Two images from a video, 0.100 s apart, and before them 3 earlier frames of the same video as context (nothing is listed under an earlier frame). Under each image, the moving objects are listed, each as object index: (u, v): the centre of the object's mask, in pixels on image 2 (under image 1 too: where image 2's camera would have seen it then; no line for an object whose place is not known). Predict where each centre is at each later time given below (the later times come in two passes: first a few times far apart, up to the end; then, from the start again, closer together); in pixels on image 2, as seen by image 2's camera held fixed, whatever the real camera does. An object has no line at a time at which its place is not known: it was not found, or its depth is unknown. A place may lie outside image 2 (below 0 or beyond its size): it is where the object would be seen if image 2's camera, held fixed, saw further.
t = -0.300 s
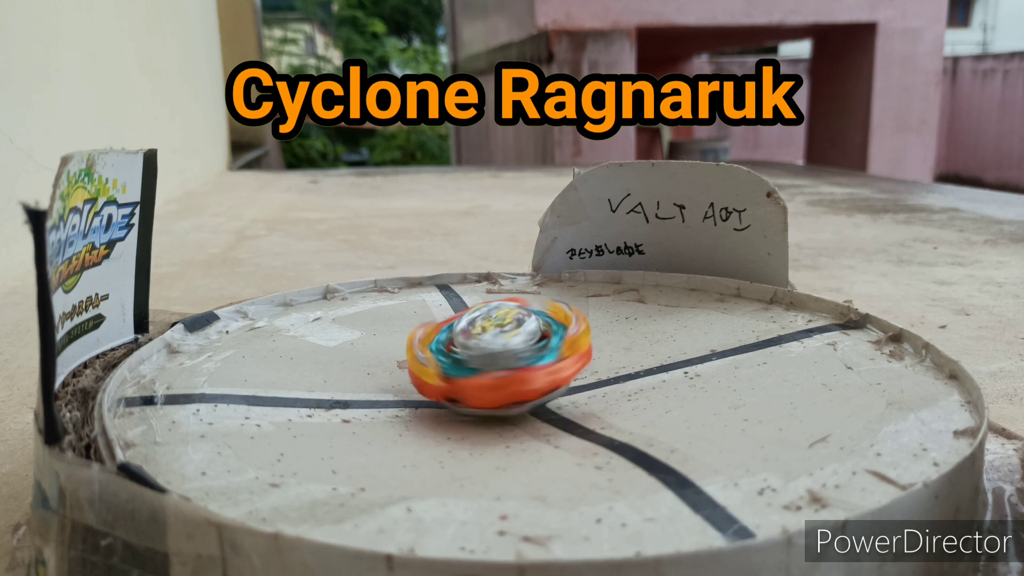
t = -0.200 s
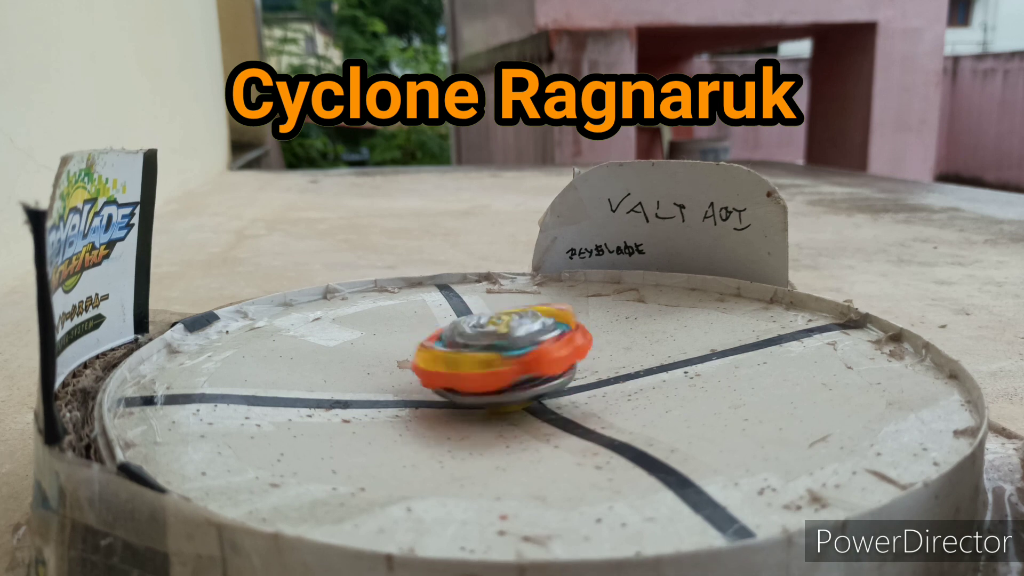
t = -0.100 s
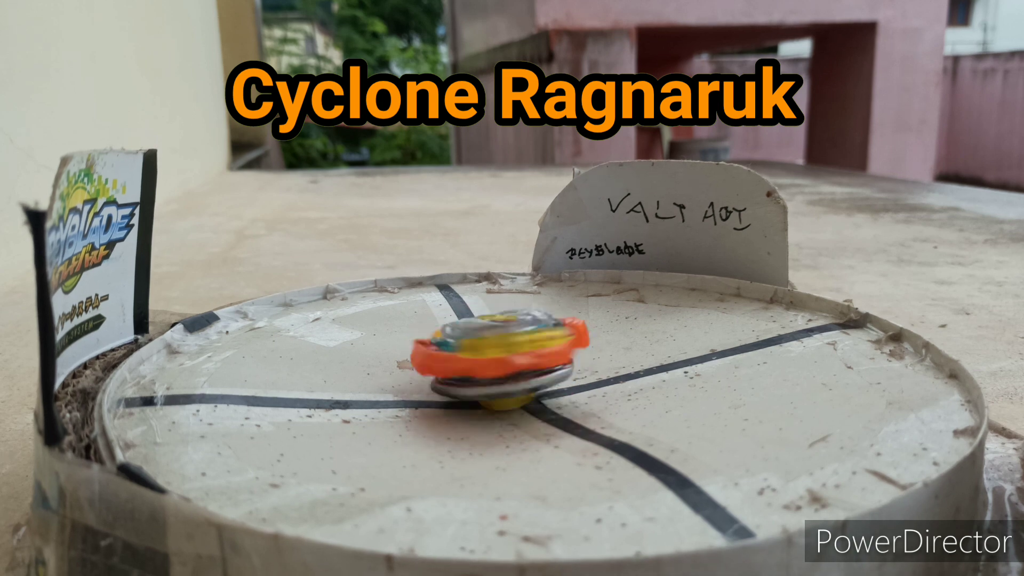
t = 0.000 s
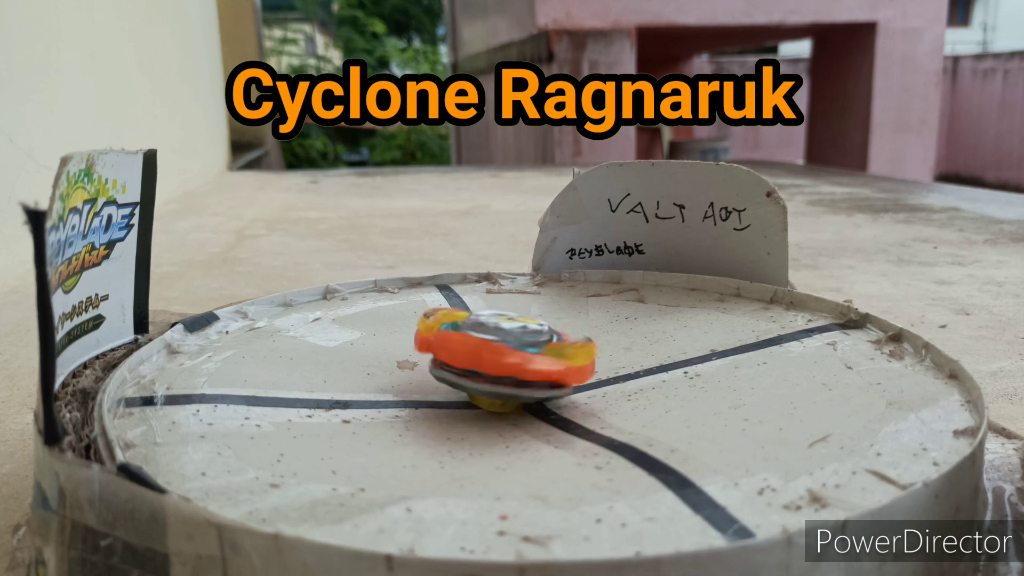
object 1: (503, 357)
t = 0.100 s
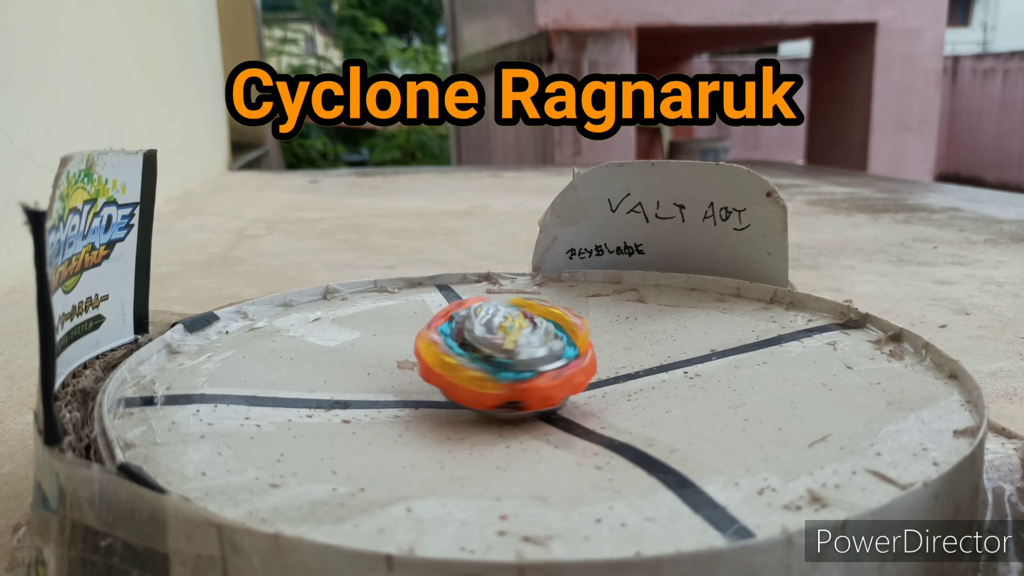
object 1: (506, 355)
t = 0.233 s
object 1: (499, 357)
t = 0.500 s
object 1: (508, 356)
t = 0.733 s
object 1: (500, 358)
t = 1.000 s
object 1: (498, 357)
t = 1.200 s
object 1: (498, 357)
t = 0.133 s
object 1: (500, 357)
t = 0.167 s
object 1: (497, 357)
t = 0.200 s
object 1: (497, 357)
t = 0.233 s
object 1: (499, 357)
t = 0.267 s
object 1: (502, 357)
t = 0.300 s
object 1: (502, 357)
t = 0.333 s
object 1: (500, 358)
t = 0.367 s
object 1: (502, 357)
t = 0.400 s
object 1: (505, 358)
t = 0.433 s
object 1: (508, 359)
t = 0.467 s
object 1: (507, 359)
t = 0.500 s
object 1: (508, 356)
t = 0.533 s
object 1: (508, 357)
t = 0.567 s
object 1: (508, 358)
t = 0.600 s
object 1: (506, 358)
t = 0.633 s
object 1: (504, 358)
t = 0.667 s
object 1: (503, 357)
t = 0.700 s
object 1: (502, 357)
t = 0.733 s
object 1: (500, 358)
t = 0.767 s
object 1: (499, 357)
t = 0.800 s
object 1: (498, 357)
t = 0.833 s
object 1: (497, 357)
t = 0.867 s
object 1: (497, 357)
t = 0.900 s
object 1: (497, 357)
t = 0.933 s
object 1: (498, 357)
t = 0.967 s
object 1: (498, 357)
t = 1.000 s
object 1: (498, 357)
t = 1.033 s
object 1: (498, 357)
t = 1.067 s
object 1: (497, 357)
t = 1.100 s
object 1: (497, 357)
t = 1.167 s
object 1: (497, 357)
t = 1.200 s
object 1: (498, 357)
